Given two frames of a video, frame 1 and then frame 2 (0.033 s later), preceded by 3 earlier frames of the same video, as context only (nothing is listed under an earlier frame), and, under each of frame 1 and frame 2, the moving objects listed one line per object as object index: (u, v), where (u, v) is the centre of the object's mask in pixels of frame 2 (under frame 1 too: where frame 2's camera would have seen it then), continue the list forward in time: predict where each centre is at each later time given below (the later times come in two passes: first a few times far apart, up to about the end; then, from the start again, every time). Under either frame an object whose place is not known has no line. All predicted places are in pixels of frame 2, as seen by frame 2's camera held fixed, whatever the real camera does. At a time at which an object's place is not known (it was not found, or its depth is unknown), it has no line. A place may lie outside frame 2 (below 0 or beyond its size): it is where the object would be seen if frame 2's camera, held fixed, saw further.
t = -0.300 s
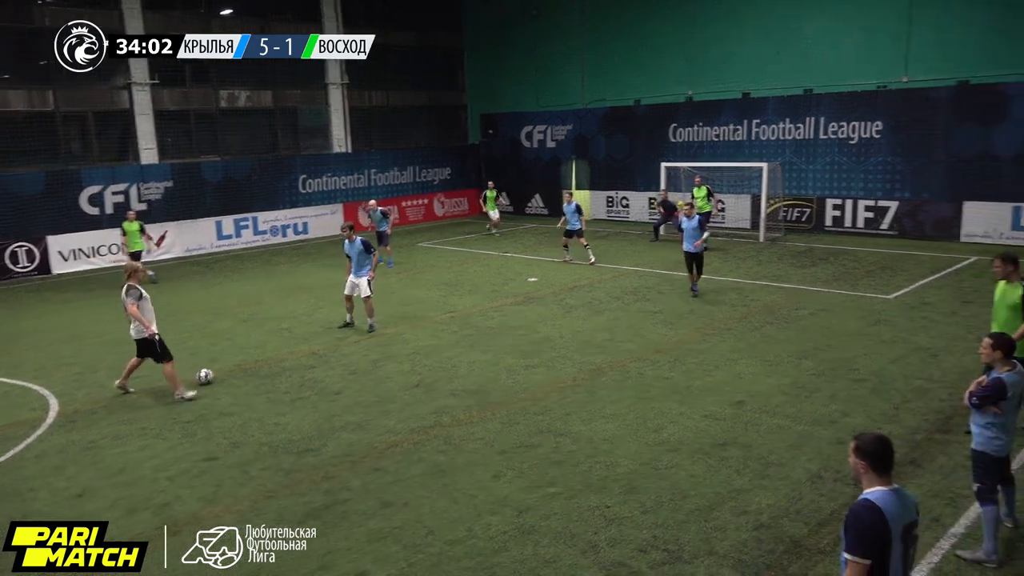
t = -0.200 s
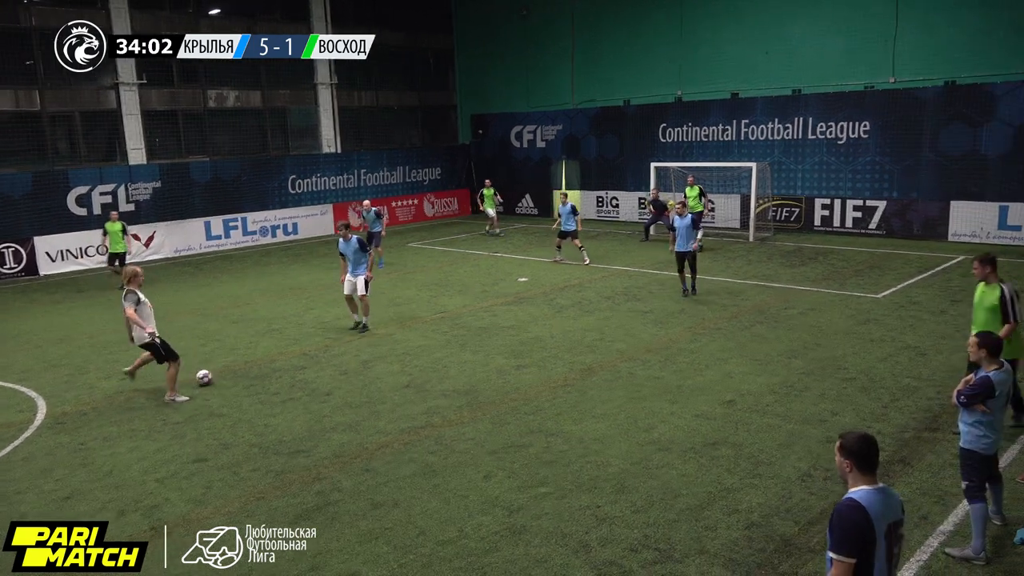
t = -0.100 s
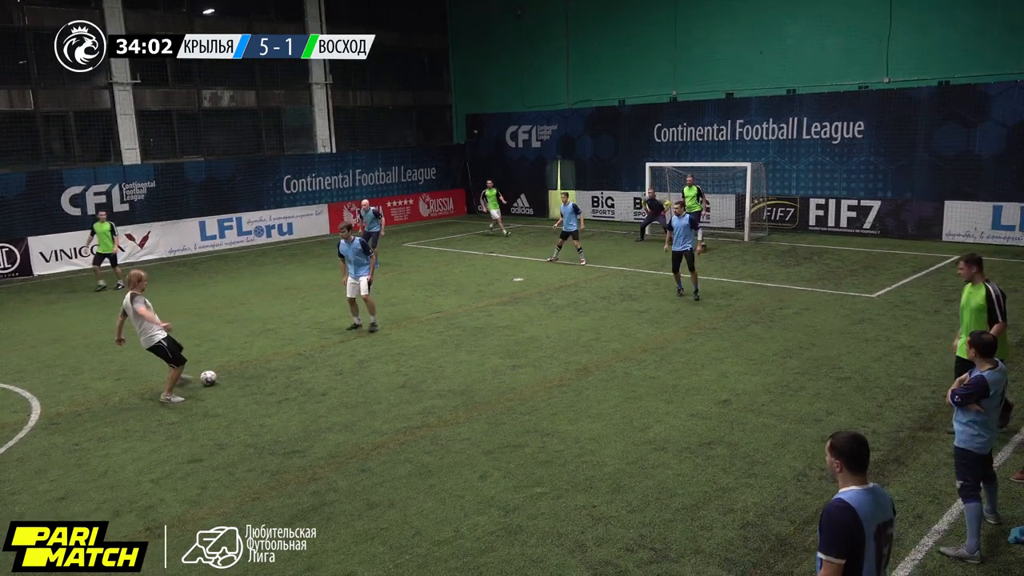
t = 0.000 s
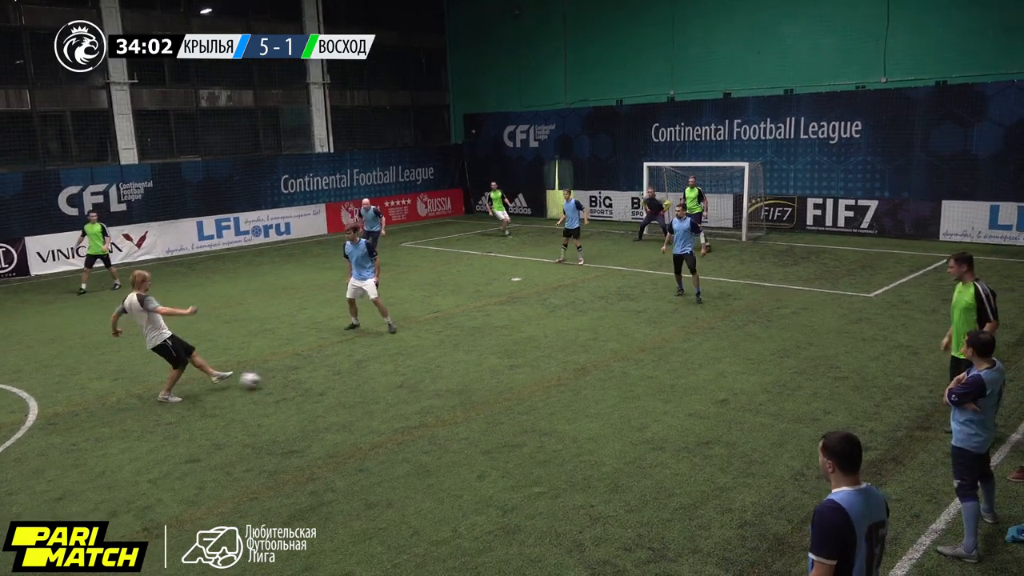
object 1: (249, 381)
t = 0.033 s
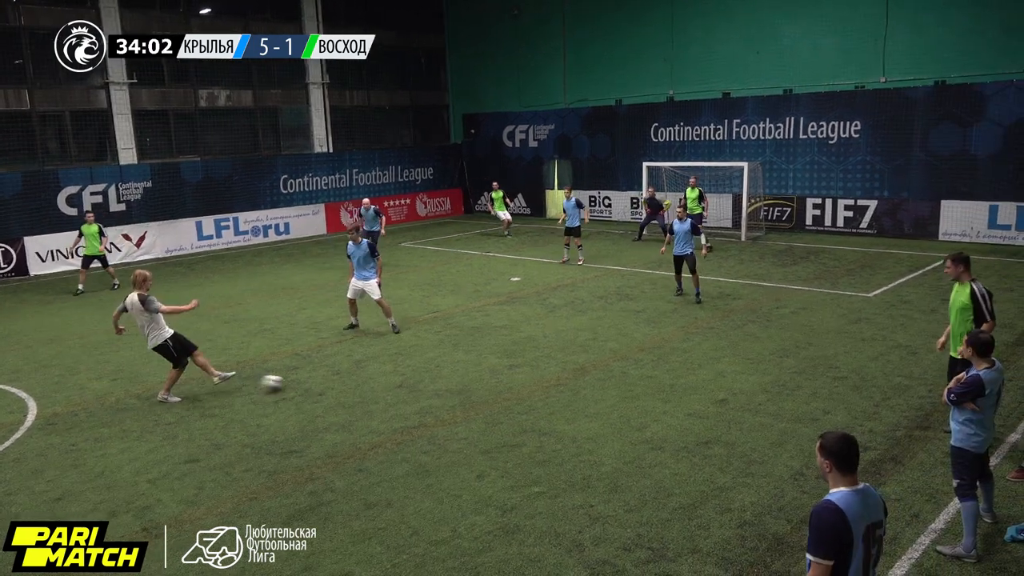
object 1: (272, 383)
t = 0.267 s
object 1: (427, 399)
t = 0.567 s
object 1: (612, 416)
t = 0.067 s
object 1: (295, 386)
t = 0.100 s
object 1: (317, 388)
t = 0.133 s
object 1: (339, 390)
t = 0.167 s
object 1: (361, 392)
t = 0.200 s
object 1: (383, 394)
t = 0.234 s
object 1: (404, 396)
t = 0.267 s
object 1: (427, 399)
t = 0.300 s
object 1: (448, 400)
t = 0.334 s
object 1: (468, 402)
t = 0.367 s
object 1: (489, 403)
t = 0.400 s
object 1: (510, 405)
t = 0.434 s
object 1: (532, 408)
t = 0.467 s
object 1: (551, 409)
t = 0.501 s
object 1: (571, 412)
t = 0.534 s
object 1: (592, 414)
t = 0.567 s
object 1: (612, 416)
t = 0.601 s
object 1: (632, 418)
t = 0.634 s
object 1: (653, 419)
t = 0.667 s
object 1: (673, 422)
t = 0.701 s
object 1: (694, 425)
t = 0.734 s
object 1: (716, 426)
